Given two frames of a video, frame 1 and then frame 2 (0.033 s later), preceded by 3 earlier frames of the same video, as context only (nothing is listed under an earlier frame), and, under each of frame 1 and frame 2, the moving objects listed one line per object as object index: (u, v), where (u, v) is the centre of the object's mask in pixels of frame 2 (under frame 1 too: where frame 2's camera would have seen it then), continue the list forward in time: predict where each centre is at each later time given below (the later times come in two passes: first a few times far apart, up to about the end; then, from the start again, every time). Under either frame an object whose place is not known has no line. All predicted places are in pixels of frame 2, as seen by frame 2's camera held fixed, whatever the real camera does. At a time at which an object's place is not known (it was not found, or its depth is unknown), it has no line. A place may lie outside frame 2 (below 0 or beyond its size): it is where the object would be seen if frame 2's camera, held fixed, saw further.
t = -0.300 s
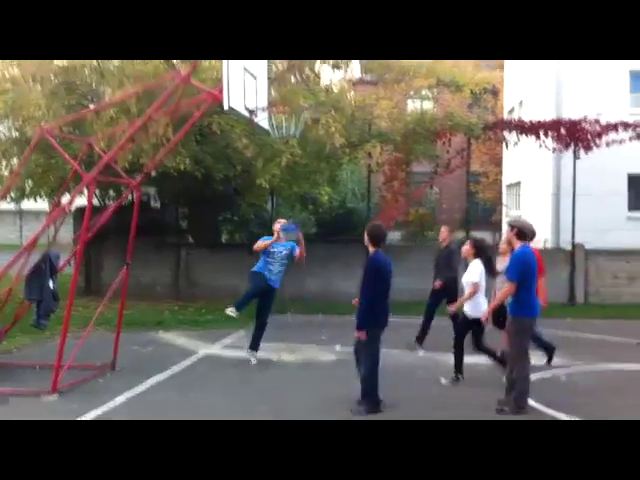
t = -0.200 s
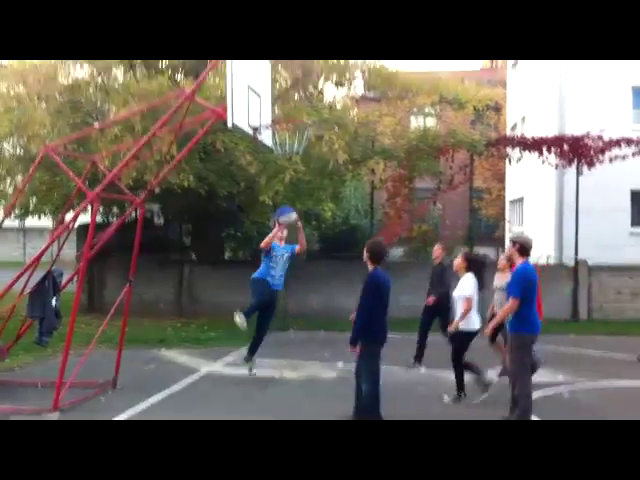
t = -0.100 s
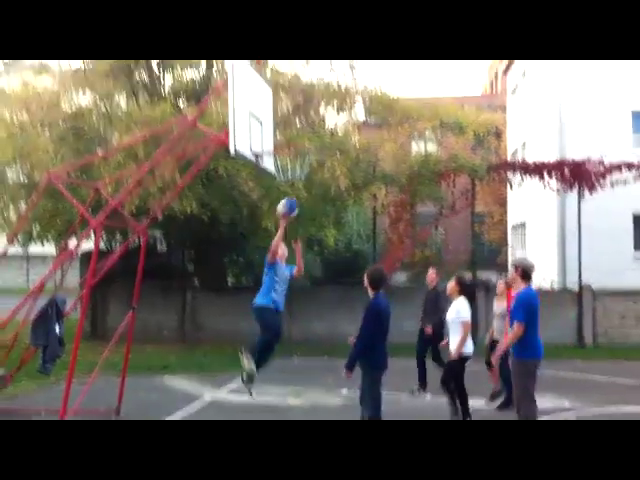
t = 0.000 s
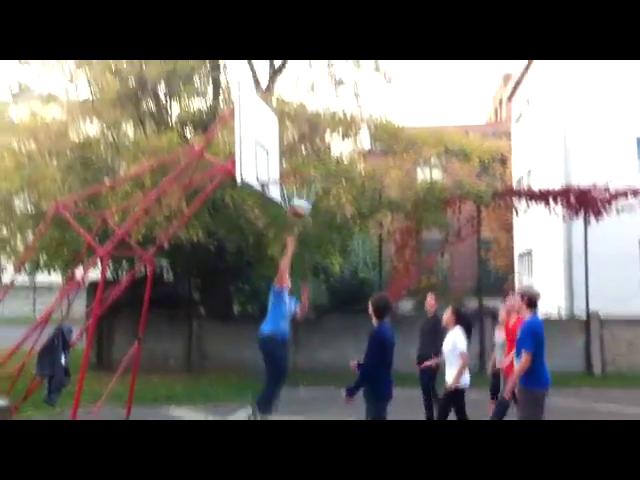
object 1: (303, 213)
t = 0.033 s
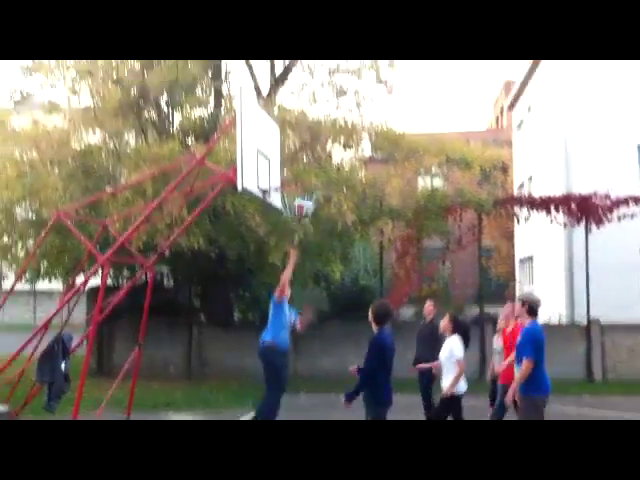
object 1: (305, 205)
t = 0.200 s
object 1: (315, 180)
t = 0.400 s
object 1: (328, 183)
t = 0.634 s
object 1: (352, 215)
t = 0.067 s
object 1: (306, 197)
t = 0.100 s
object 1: (308, 190)
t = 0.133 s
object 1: (309, 186)
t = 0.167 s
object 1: (313, 181)
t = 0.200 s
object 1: (315, 180)
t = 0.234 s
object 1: (316, 178)
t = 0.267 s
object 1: (319, 178)
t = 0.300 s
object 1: (322, 177)
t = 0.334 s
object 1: (325, 177)
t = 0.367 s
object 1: (326, 181)
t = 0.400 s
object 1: (328, 183)
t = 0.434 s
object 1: (331, 185)
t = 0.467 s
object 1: (334, 188)
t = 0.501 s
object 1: (336, 190)
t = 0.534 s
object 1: (339, 195)
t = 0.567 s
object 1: (344, 199)
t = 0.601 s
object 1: (347, 206)
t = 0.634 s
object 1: (352, 215)
